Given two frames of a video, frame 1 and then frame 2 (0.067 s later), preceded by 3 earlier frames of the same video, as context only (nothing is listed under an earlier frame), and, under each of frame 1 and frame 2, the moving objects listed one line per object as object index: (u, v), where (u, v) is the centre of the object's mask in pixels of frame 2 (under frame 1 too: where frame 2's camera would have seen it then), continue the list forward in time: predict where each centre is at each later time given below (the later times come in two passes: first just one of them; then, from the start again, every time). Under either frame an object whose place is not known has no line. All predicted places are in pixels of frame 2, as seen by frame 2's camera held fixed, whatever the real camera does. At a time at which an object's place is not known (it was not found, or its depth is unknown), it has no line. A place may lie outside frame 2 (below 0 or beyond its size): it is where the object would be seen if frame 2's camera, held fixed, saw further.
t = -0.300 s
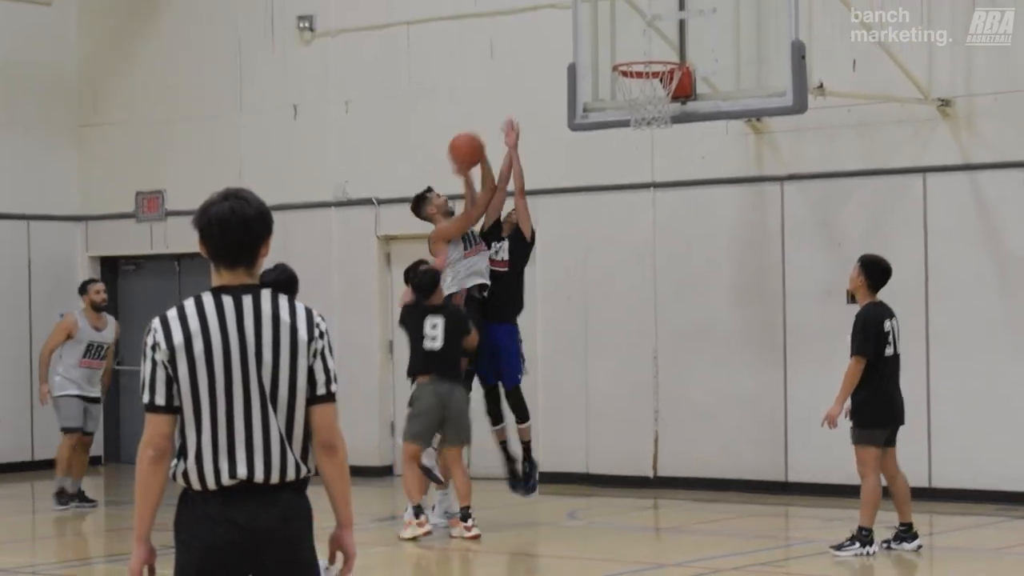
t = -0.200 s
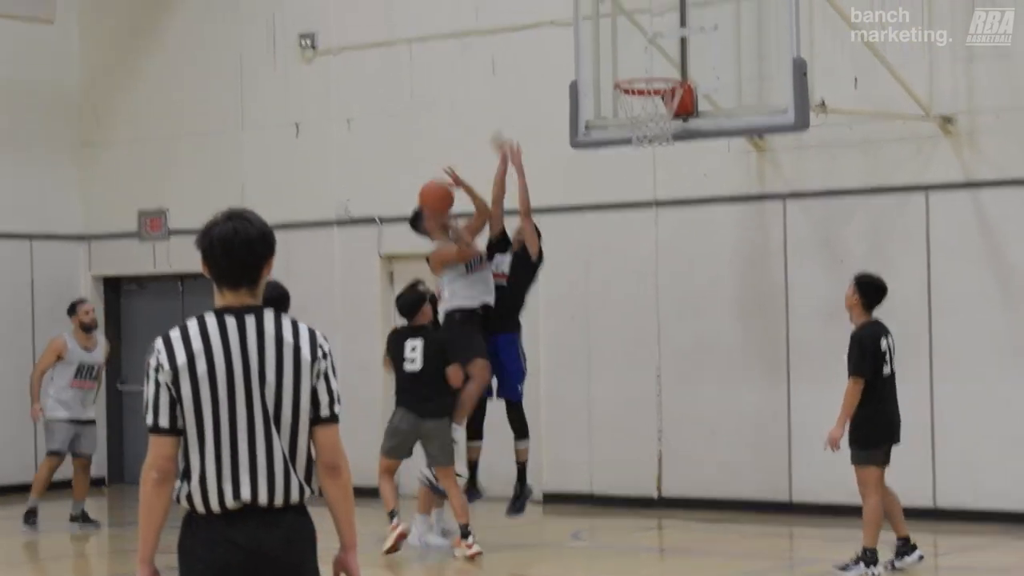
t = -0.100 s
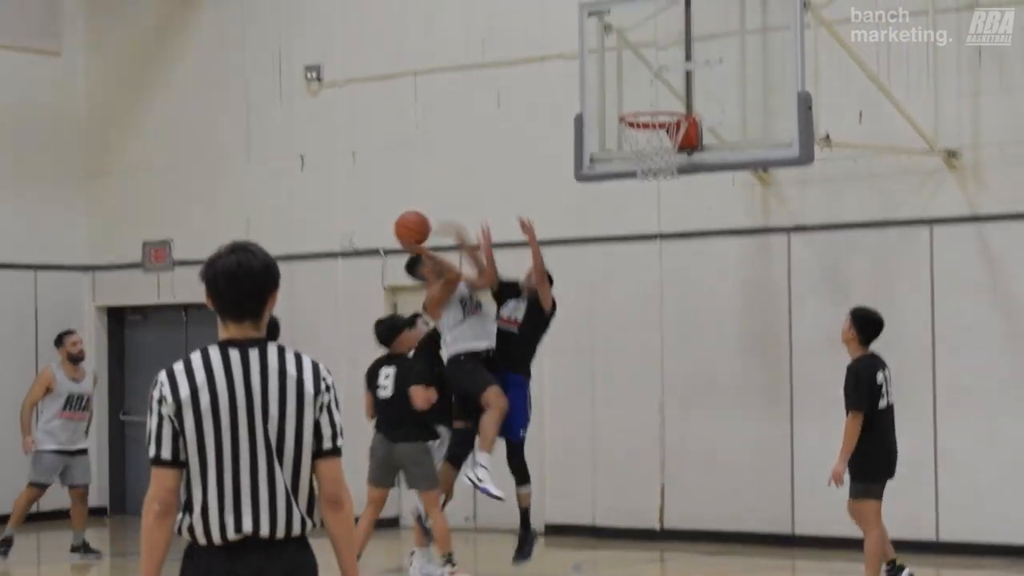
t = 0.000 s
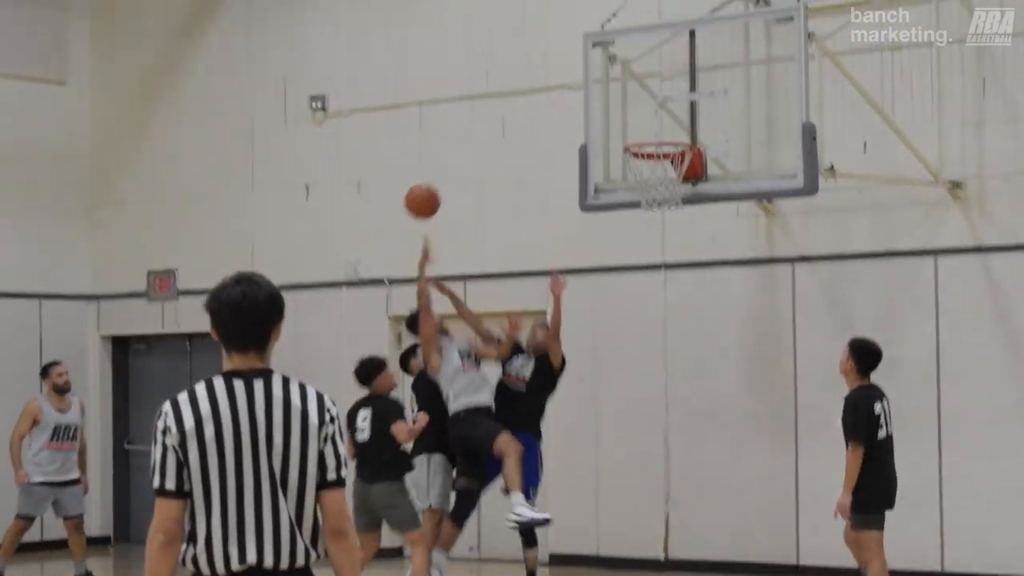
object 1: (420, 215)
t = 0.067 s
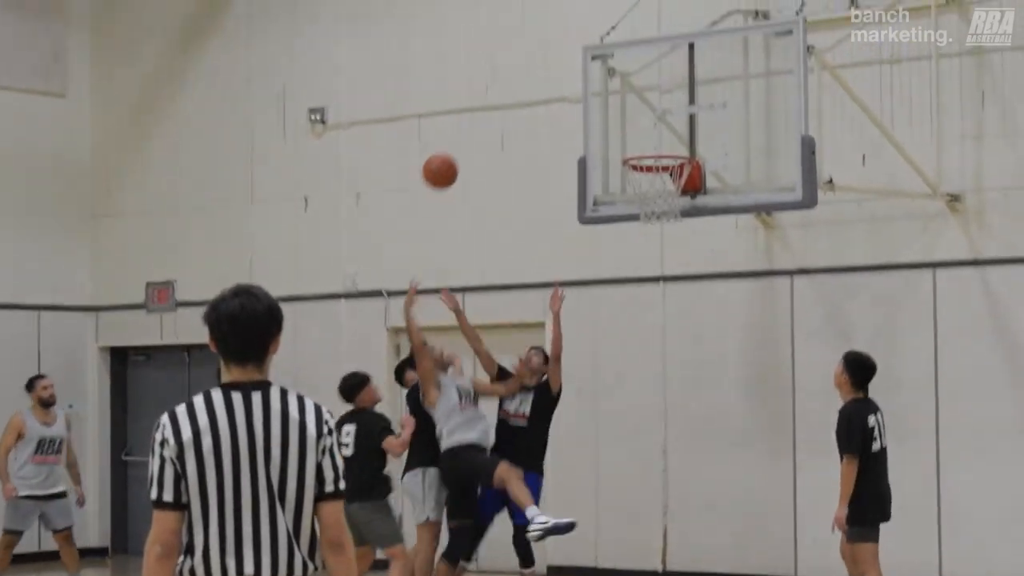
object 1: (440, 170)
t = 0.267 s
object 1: (496, 85)
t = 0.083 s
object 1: (445, 161)
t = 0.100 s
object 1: (450, 152)
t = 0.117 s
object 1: (454, 143)
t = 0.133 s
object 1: (459, 135)
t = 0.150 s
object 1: (464, 128)
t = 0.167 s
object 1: (468, 120)
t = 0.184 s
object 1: (473, 113)
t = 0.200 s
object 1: (478, 107)
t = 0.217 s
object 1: (482, 101)
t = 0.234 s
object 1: (487, 95)
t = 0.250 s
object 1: (491, 90)
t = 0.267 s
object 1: (496, 85)
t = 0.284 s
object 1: (501, 80)
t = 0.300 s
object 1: (505, 76)
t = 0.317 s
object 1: (510, 72)
